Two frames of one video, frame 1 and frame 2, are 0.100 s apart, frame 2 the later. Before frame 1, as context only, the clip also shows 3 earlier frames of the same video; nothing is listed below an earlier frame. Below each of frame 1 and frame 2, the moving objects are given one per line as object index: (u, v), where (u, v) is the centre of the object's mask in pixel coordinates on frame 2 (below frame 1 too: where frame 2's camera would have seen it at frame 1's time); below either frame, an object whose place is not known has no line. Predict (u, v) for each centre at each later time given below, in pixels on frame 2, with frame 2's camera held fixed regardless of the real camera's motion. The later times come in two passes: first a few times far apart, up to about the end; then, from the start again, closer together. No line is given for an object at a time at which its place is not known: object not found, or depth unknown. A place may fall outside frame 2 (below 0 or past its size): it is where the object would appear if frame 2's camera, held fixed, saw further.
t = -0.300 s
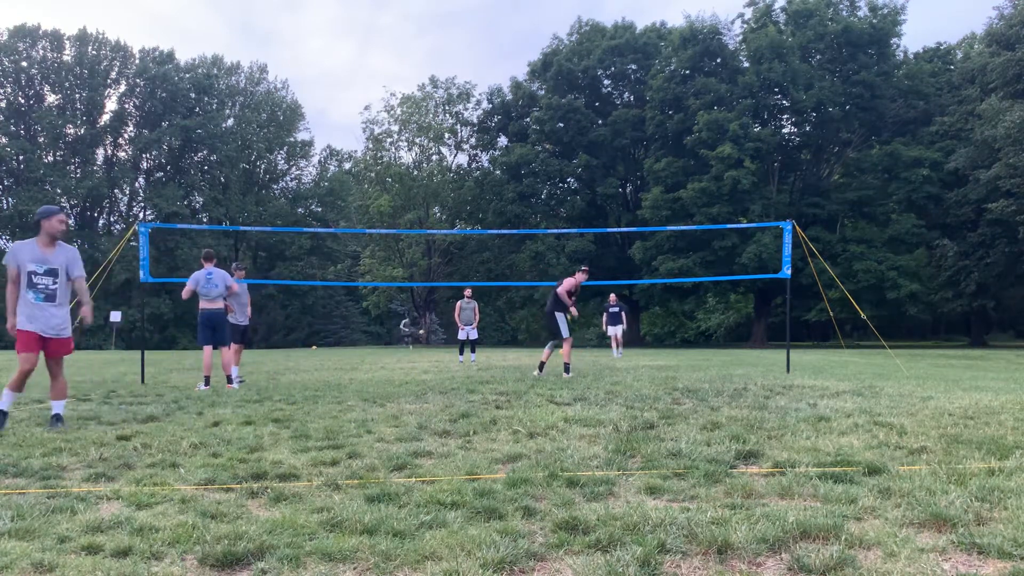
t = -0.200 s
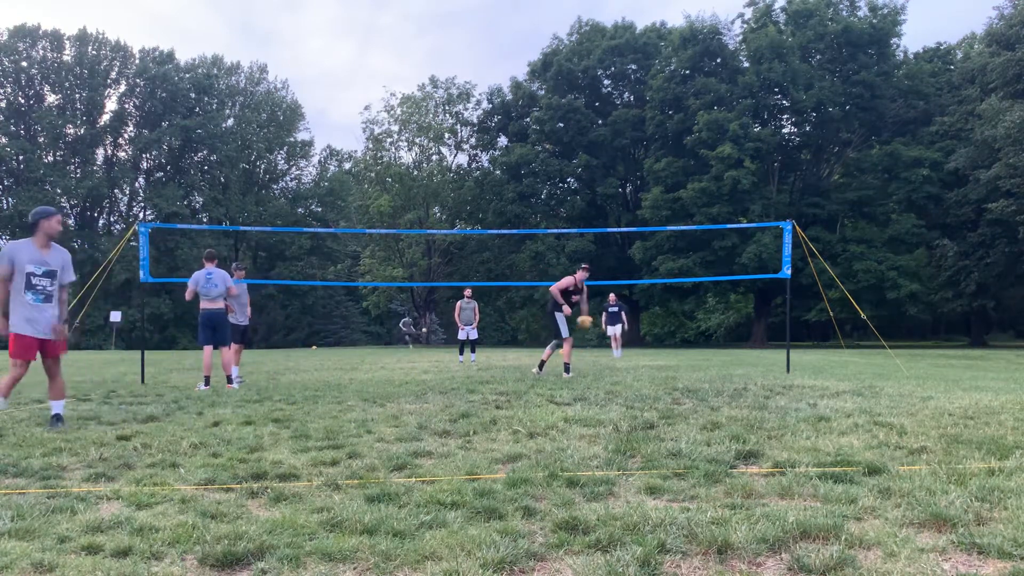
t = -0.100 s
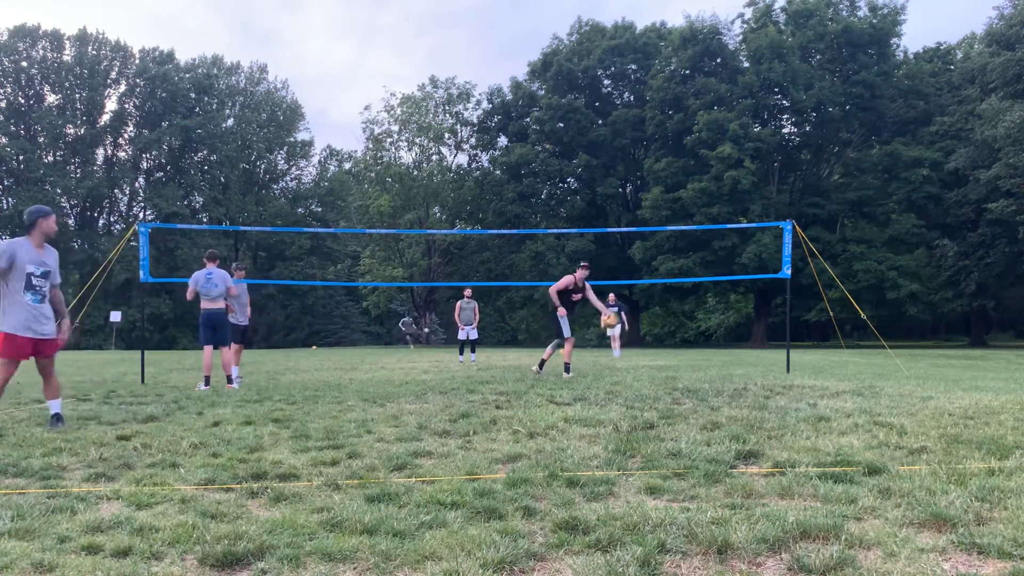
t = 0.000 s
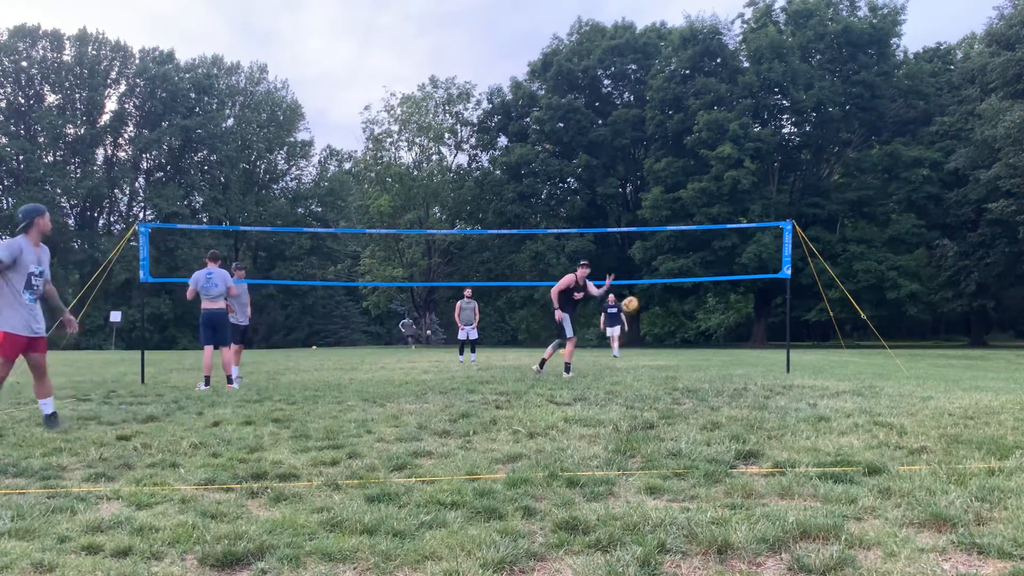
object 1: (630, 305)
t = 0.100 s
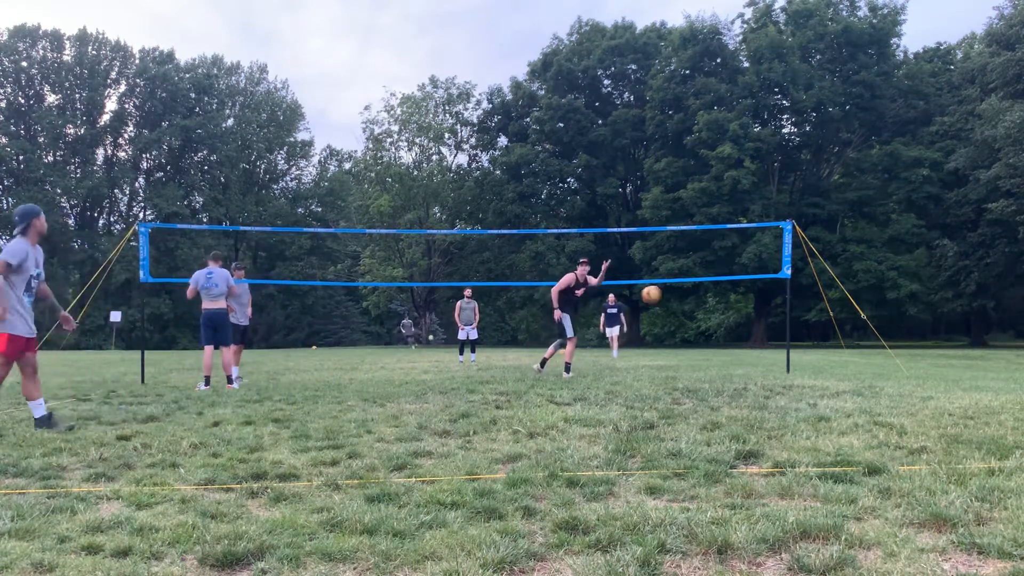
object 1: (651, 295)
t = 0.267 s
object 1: (693, 293)
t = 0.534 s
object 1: (780, 350)
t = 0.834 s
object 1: (837, 352)
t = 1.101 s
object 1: (853, 344)
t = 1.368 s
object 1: (878, 432)
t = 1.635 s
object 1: (924, 440)
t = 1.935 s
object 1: (977, 445)
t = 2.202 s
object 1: (1010, 490)
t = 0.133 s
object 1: (659, 293)
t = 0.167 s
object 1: (667, 291)
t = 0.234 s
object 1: (683, 292)
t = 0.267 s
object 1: (693, 293)
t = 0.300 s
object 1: (702, 296)
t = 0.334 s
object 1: (711, 300)
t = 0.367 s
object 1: (721, 304)
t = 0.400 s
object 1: (732, 311)
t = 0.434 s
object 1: (743, 319)
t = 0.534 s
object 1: (780, 350)
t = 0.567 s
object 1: (793, 365)
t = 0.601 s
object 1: (808, 380)
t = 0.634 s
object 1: (824, 398)
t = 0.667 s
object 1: (828, 398)
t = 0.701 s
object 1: (831, 388)
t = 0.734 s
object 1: (832, 376)
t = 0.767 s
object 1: (834, 367)
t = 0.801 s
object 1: (835, 358)
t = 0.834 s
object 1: (837, 352)
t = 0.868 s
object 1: (839, 346)
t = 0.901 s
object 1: (841, 341)
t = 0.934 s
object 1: (843, 338)
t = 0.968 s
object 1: (844, 336)
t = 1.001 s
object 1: (846, 336)
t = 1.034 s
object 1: (849, 337)
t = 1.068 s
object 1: (851, 340)
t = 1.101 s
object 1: (853, 344)
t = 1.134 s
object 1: (856, 350)
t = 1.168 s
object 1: (858, 358)
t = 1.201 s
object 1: (861, 369)
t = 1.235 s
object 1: (864, 382)
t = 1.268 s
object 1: (867, 396)
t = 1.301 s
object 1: (870, 412)
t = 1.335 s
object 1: (874, 431)
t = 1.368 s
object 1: (878, 432)
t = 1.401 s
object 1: (883, 428)
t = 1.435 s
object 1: (888, 423)
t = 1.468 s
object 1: (894, 420)
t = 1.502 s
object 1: (899, 419)
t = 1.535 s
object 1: (905, 421)
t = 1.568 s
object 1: (911, 425)
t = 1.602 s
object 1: (918, 432)
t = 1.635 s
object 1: (924, 440)
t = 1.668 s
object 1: (932, 451)
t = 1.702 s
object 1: (940, 461)
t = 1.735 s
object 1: (946, 459)
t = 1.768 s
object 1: (950, 453)
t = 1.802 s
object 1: (954, 448)
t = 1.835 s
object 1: (960, 442)
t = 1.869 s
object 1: (965, 440)
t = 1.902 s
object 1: (971, 440)
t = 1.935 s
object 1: (977, 445)
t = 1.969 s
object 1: (983, 452)
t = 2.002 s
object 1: (990, 462)
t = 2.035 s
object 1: (995, 476)
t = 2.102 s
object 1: (1002, 506)
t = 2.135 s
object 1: (1005, 502)
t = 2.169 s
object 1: (1008, 494)
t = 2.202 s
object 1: (1010, 490)
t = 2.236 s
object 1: (1013, 487)
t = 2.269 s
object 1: (1016, 487)
